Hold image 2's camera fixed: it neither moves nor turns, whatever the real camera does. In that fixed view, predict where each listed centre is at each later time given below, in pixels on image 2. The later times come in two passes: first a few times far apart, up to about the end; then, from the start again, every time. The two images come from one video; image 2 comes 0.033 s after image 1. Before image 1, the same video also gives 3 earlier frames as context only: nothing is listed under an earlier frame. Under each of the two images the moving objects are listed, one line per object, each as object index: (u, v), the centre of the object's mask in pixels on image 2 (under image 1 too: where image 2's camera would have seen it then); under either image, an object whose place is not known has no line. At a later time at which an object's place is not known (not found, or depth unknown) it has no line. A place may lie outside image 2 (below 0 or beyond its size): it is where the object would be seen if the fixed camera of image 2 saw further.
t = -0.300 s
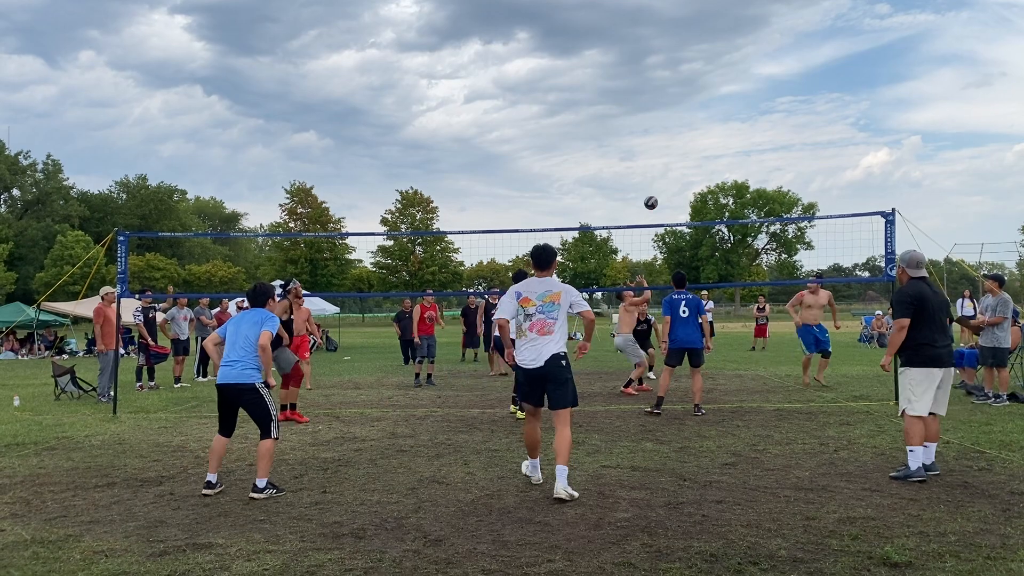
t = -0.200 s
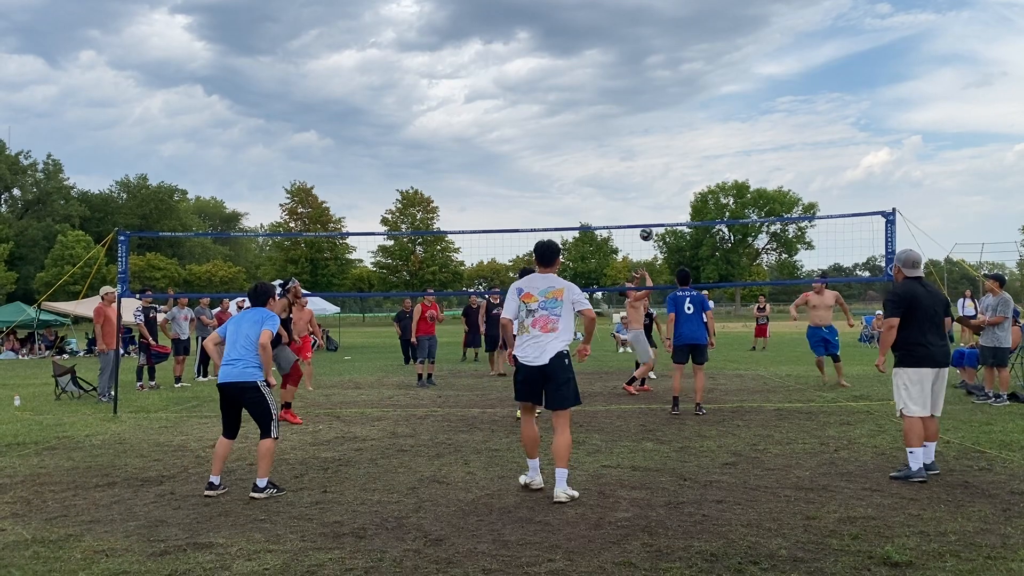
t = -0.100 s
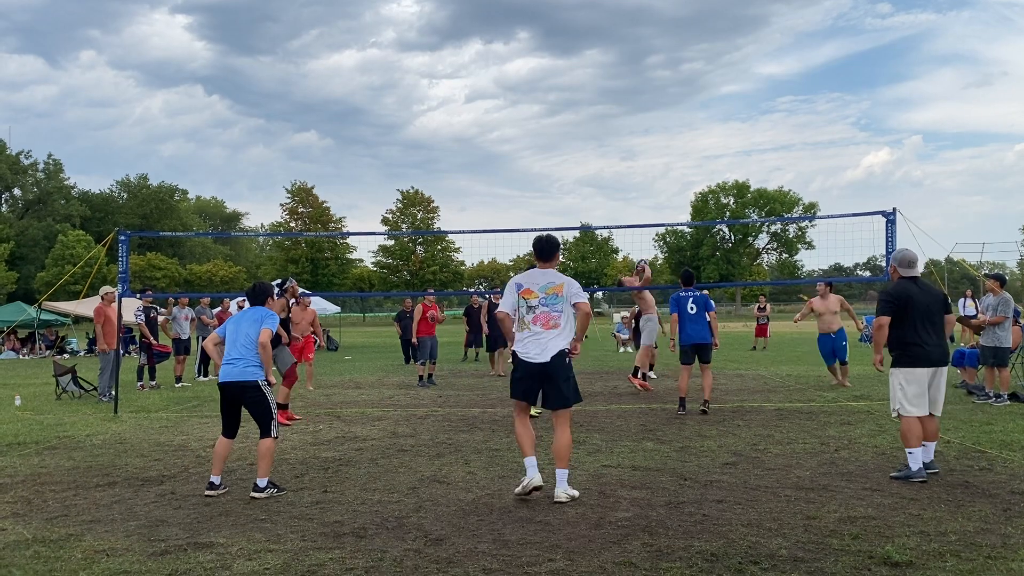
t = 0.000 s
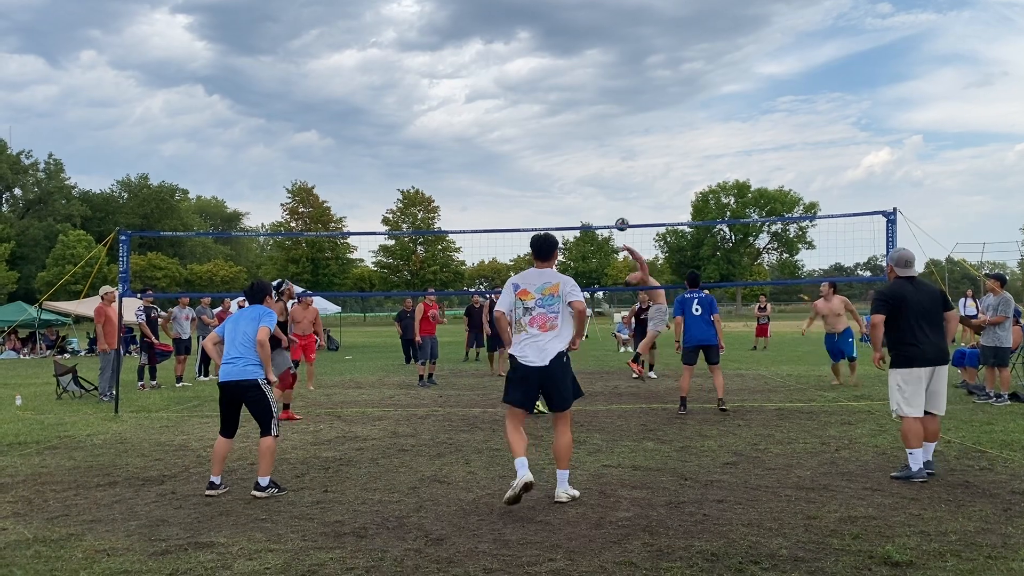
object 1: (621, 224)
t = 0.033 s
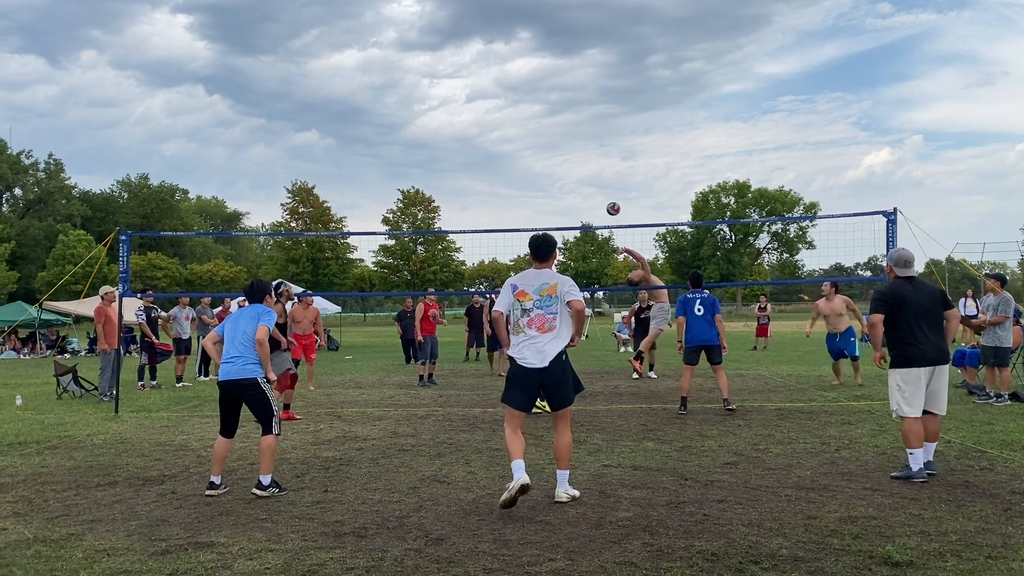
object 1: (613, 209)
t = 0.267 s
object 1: (554, 120)
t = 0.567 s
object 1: (482, 60)
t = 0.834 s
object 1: (421, 56)
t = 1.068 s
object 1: (369, 91)
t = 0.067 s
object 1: (604, 194)
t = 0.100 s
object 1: (596, 180)
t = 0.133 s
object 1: (587, 167)
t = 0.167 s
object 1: (579, 154)
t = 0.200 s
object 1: (570, 142)
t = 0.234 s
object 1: (562, 131)
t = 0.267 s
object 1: (554, 120)
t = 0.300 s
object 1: (545, 111)
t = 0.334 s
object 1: (537, 102)
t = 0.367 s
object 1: (529, 94)
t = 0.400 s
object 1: (521, 86)
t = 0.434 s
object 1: (513, 80)
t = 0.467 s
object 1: (505, 74)
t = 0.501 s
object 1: (497, 69)
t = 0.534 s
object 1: (490, 64)
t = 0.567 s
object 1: (482, 60)
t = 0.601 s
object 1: (474, 58)
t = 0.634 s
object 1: (466, 55)
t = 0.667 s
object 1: (459, 53)
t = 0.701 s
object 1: (451, 53)
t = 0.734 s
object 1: (443, 52)
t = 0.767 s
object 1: (436, 53)
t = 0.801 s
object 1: (428, 54)
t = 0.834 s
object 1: (421, 56)
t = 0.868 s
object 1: (413, 59)
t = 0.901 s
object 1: (406, 63)
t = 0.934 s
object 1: (399, 67)
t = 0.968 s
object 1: (391, 72)
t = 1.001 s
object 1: (384, 77)
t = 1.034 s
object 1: (377, 84)
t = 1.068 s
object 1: (369, 91)
